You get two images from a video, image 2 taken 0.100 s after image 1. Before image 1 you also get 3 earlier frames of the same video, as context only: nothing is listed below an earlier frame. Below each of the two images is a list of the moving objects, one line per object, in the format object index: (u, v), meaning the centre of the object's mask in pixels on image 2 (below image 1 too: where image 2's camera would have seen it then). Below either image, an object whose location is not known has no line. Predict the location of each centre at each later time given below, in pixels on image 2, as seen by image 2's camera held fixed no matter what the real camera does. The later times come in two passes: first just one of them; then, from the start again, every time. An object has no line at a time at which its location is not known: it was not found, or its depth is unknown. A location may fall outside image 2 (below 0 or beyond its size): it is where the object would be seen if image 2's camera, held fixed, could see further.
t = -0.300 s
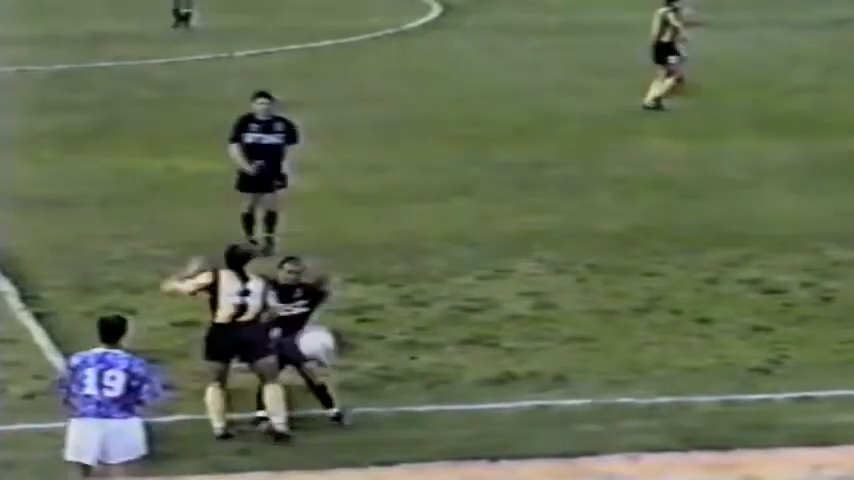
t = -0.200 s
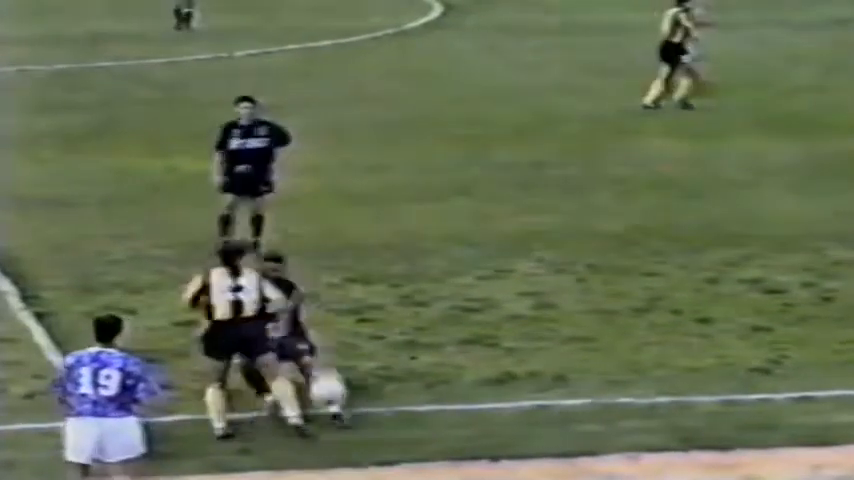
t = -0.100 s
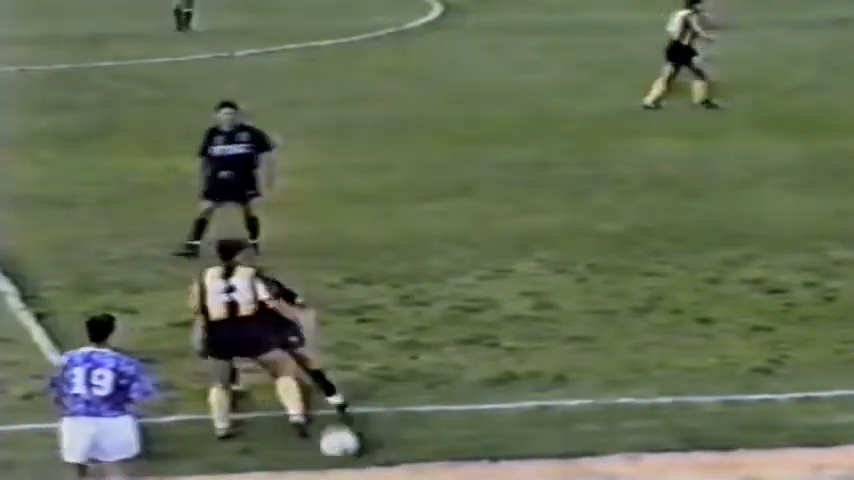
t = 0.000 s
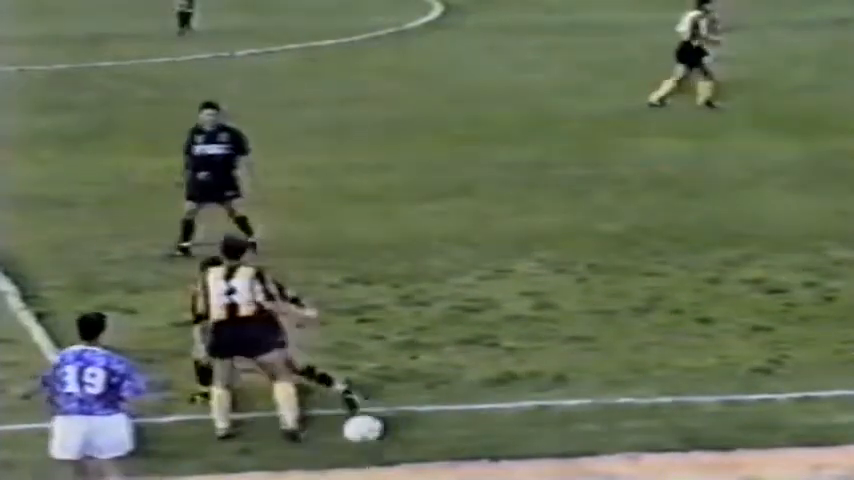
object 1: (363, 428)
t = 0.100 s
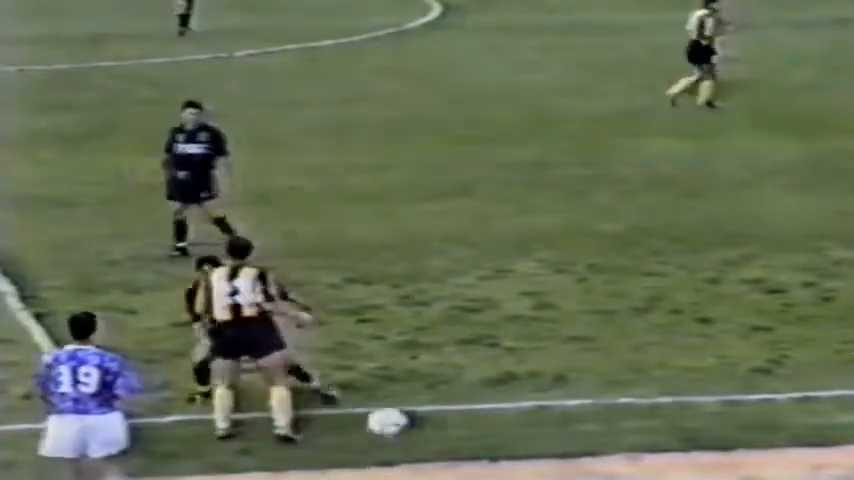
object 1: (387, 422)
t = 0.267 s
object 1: (428, 432)
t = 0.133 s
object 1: (395, 421)
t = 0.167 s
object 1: (404, 421)
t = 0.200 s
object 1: (413, 424)
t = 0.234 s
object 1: (420, 428)
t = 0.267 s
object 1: (428, 432)
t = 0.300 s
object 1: (435, 438)
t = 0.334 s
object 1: (444, 445)
